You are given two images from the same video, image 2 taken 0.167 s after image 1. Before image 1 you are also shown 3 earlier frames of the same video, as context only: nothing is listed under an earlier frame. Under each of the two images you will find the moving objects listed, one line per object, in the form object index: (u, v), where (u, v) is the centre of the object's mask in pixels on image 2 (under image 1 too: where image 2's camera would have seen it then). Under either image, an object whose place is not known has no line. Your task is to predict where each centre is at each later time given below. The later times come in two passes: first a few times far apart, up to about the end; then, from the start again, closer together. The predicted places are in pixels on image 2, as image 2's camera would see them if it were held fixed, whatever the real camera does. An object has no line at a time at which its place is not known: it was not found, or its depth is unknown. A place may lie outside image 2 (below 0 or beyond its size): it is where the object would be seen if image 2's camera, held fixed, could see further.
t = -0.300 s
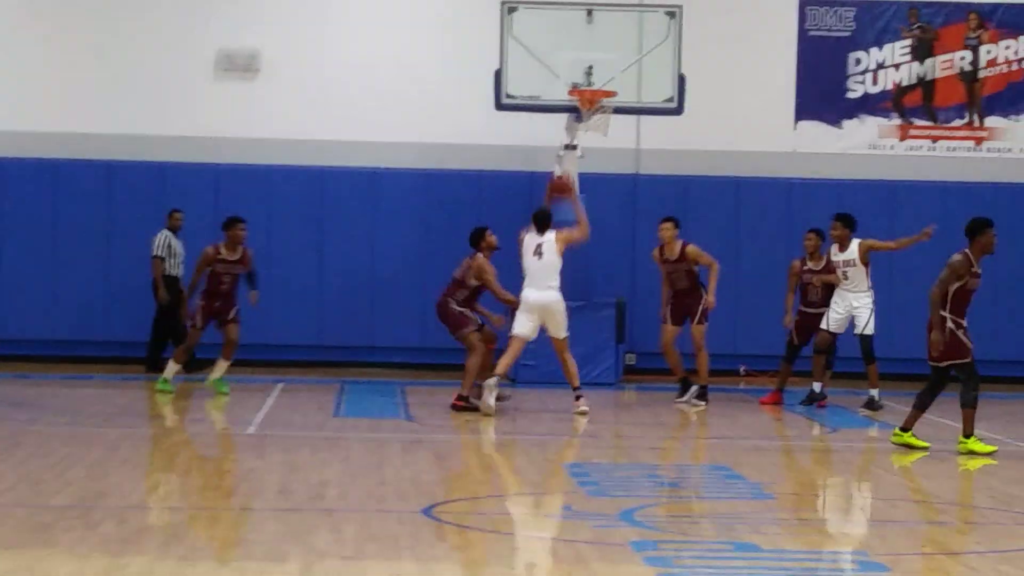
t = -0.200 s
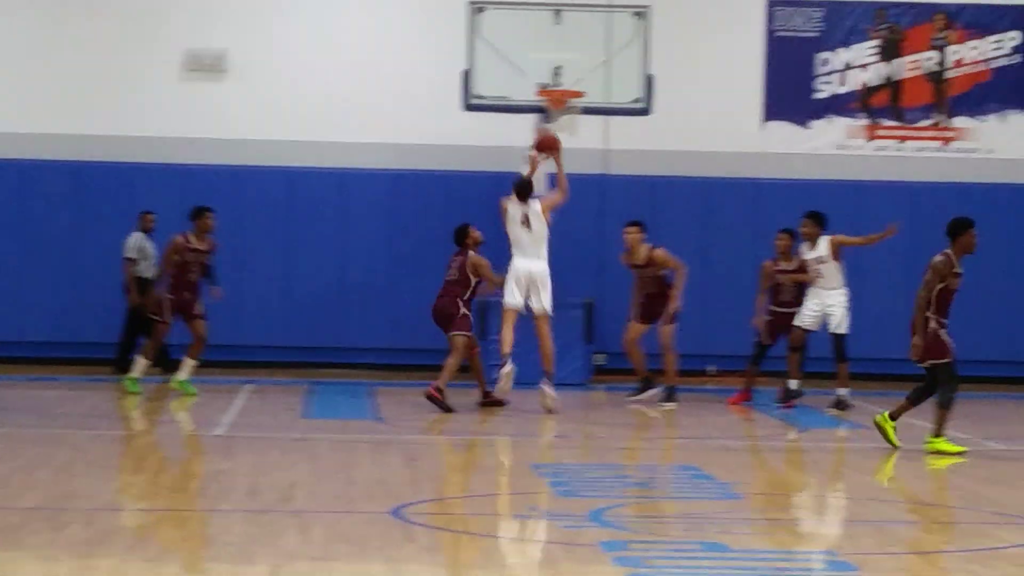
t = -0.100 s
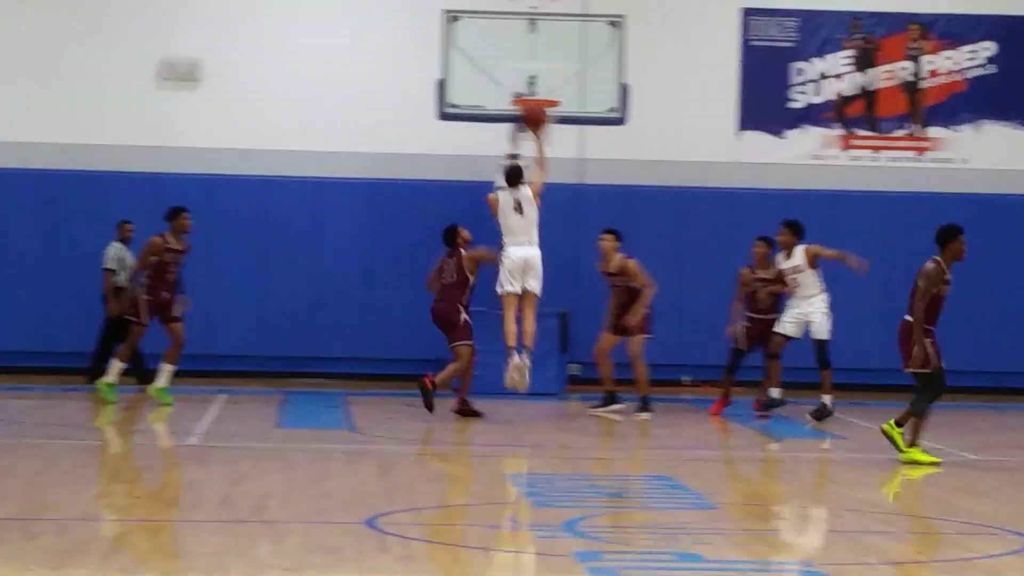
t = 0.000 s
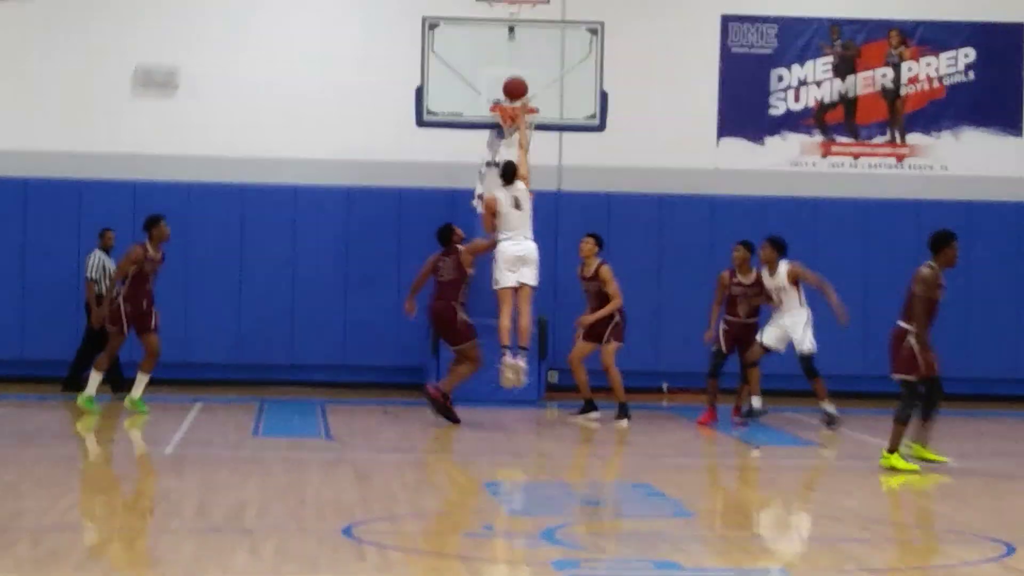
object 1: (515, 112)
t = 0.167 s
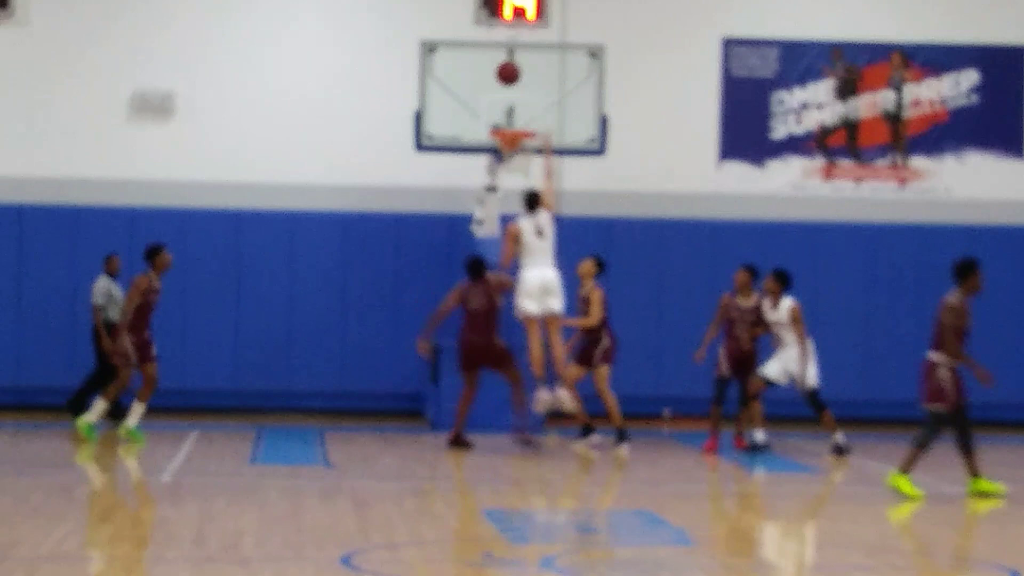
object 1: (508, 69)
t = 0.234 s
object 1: (507, 64)
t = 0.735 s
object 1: (490, 106)
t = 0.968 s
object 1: (486, 91)
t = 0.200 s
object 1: (508, 66)
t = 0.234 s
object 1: (507, 64)
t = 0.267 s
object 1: (506, 63)
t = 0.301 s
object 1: (505, 63)
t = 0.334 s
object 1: (506, 63)
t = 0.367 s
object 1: (506, 64)
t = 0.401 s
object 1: (506, 65)
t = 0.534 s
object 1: (498, 89)
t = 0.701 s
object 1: (491, 111)
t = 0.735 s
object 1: (490, 106)
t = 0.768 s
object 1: (489, 102)
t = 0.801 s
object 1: (488, 99)
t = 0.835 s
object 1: (487, 97)
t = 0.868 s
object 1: (488, 95)
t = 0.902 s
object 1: (487, 93)
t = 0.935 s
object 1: (485, 92)
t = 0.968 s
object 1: (486, 91)
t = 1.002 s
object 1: (487, 92)
